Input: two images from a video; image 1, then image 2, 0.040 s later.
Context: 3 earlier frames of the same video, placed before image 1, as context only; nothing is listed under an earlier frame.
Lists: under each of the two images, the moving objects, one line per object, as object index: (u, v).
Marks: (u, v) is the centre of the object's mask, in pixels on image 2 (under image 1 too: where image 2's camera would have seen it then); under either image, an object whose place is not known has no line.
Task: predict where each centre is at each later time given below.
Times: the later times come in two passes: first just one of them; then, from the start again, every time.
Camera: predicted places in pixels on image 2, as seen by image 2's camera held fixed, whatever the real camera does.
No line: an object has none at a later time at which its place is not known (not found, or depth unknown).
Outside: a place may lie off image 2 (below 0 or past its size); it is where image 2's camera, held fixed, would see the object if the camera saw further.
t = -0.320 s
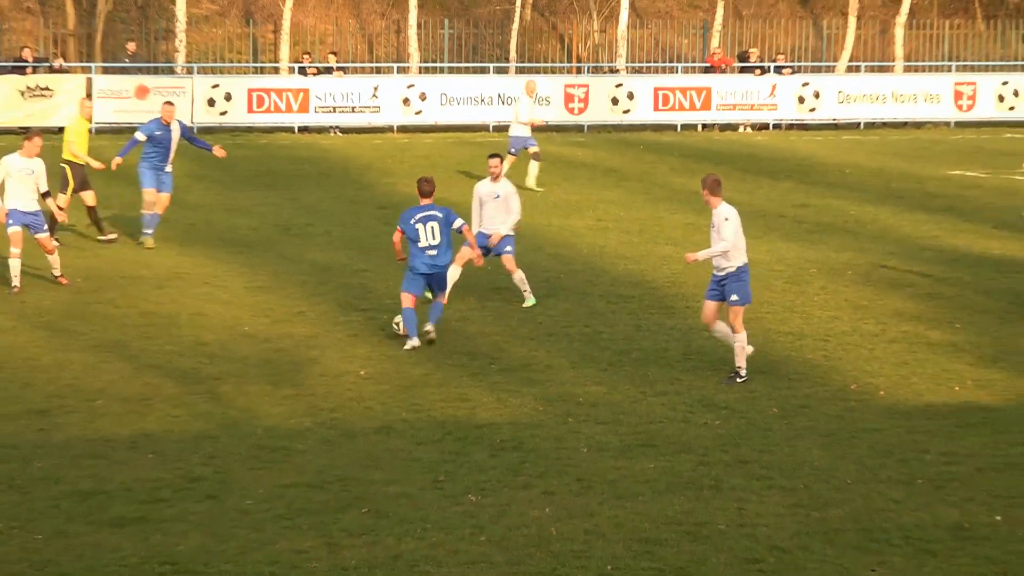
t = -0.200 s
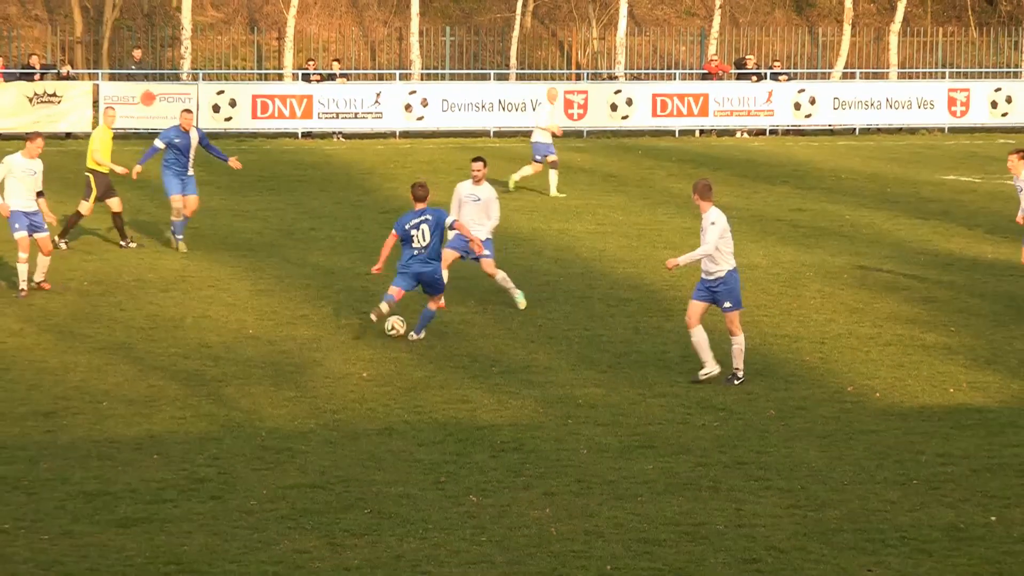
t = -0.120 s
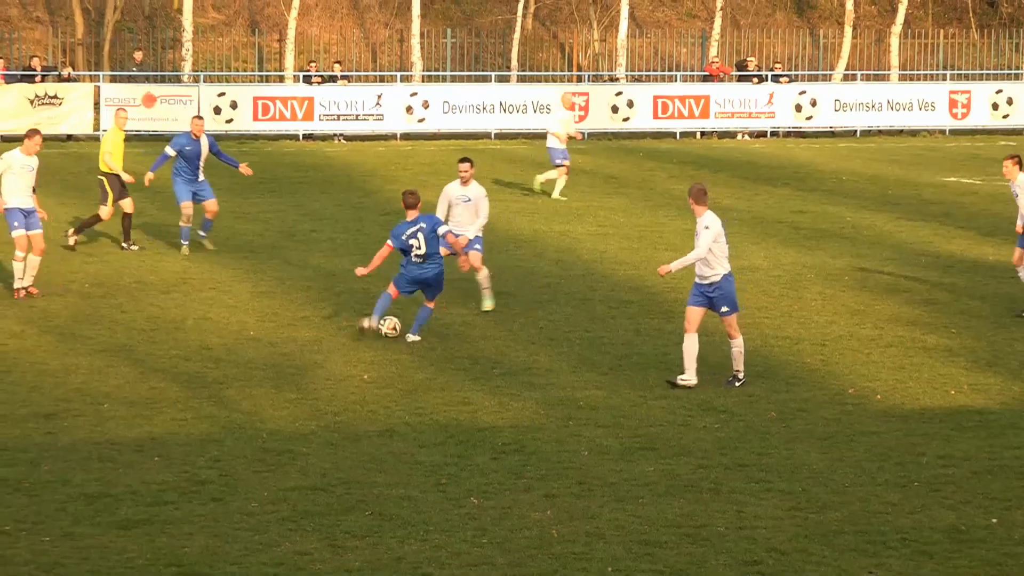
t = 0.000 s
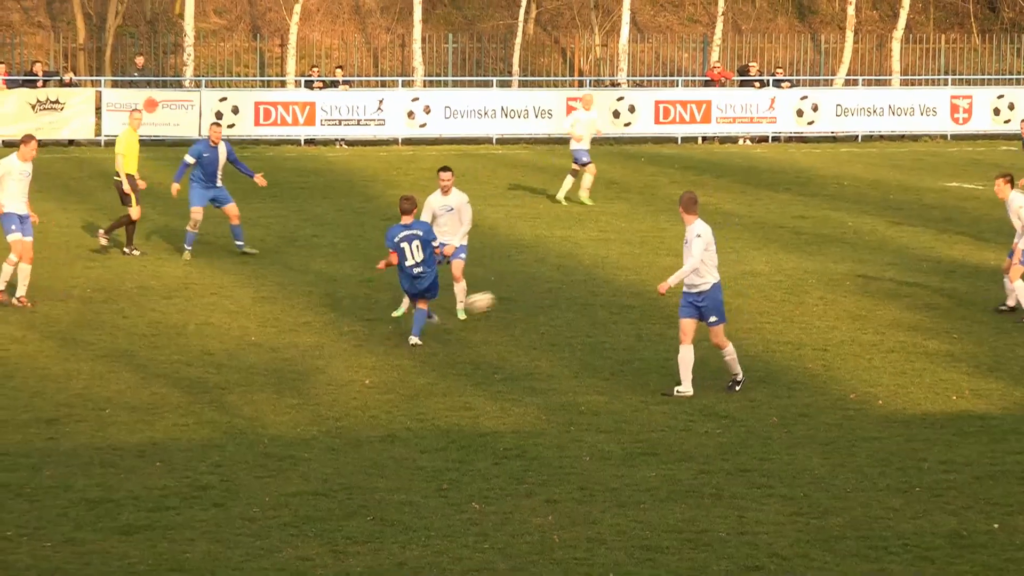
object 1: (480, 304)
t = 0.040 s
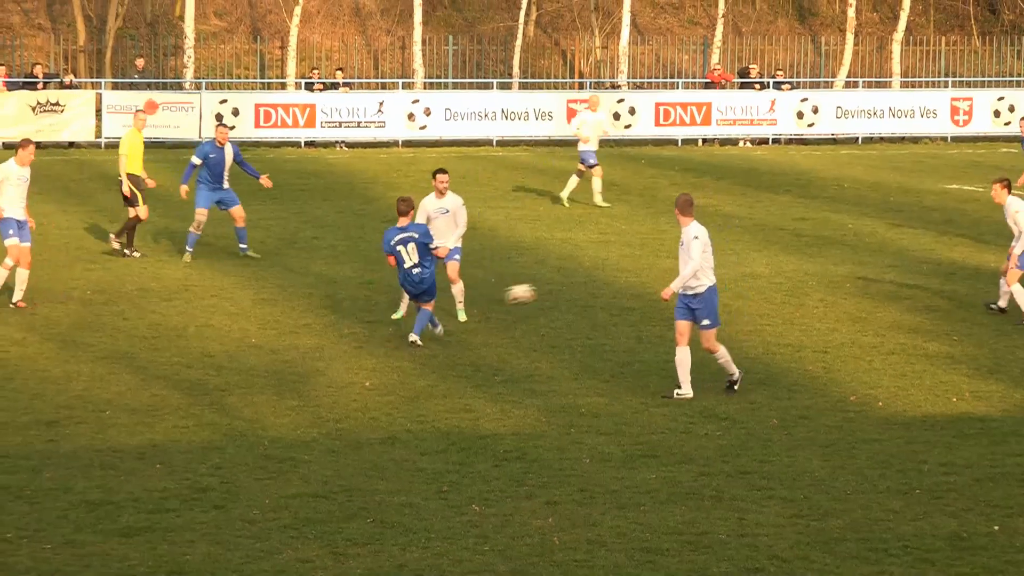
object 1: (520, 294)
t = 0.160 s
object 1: (637, 275)
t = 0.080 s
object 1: (561, 285)
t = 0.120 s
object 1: (599, 280)
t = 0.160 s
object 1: (637, 275)
